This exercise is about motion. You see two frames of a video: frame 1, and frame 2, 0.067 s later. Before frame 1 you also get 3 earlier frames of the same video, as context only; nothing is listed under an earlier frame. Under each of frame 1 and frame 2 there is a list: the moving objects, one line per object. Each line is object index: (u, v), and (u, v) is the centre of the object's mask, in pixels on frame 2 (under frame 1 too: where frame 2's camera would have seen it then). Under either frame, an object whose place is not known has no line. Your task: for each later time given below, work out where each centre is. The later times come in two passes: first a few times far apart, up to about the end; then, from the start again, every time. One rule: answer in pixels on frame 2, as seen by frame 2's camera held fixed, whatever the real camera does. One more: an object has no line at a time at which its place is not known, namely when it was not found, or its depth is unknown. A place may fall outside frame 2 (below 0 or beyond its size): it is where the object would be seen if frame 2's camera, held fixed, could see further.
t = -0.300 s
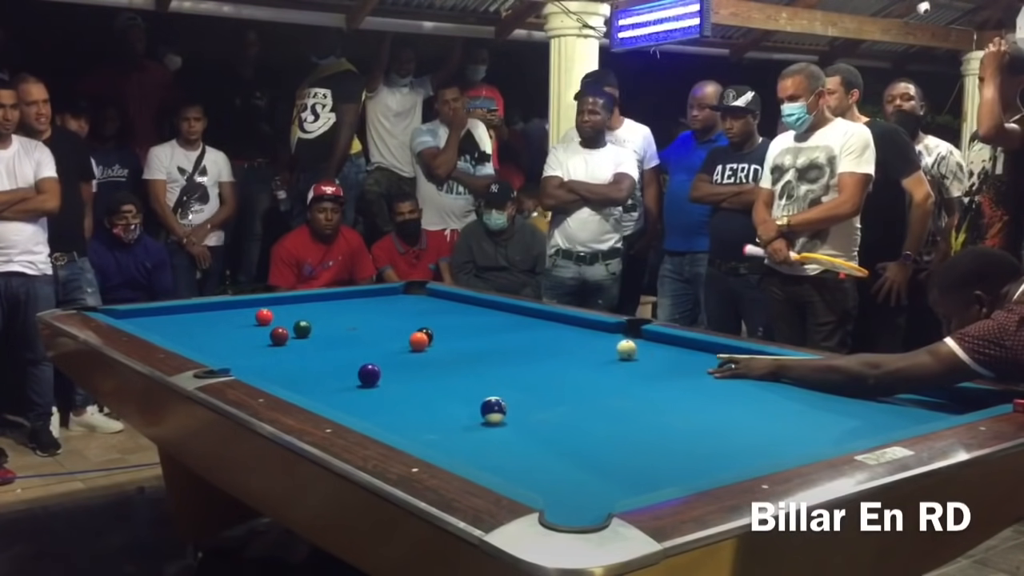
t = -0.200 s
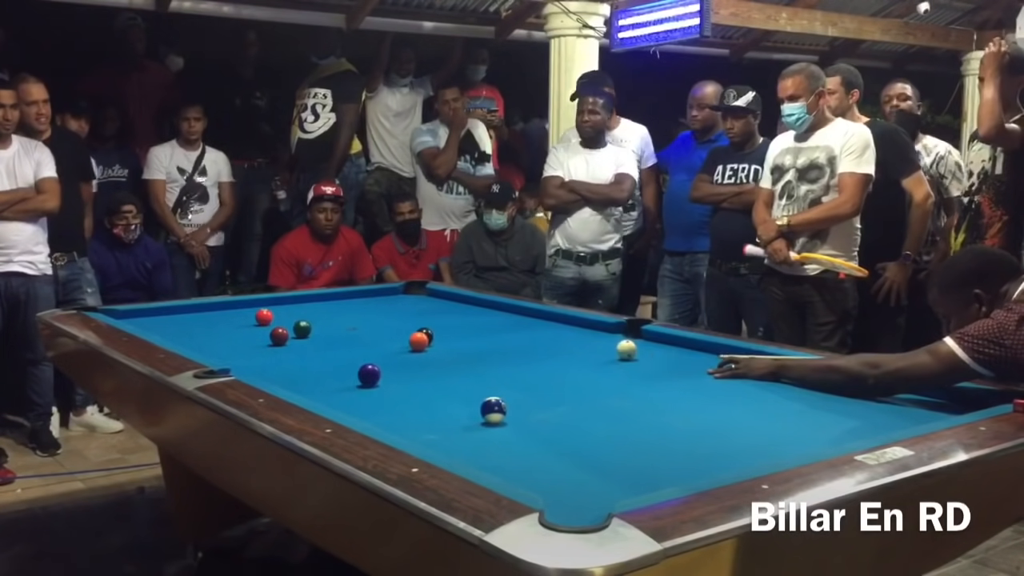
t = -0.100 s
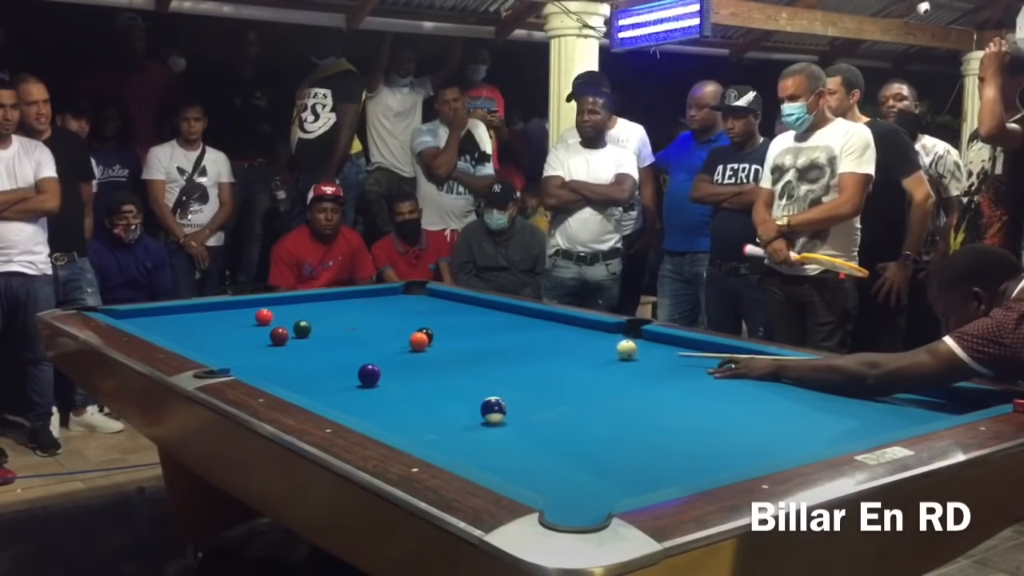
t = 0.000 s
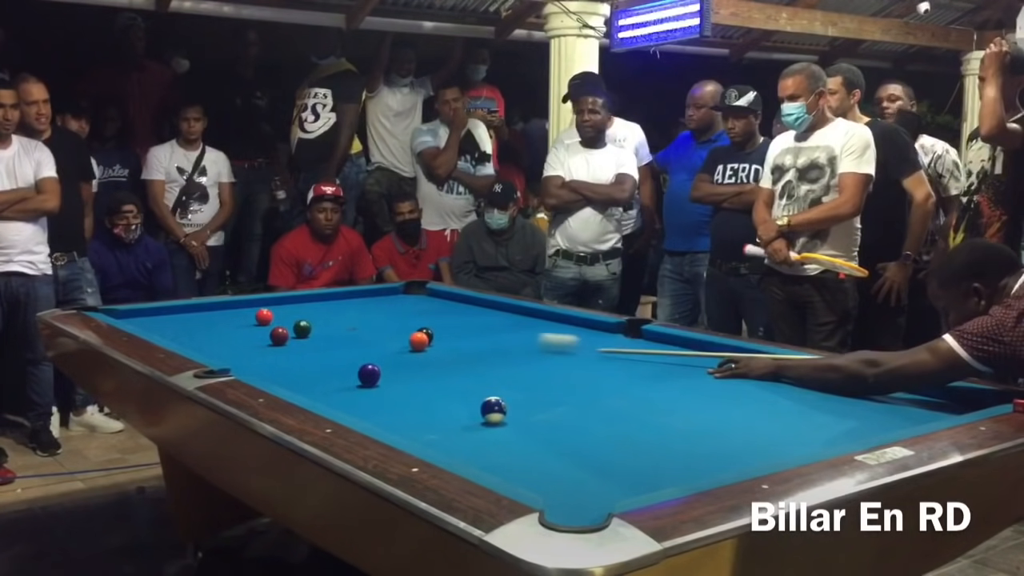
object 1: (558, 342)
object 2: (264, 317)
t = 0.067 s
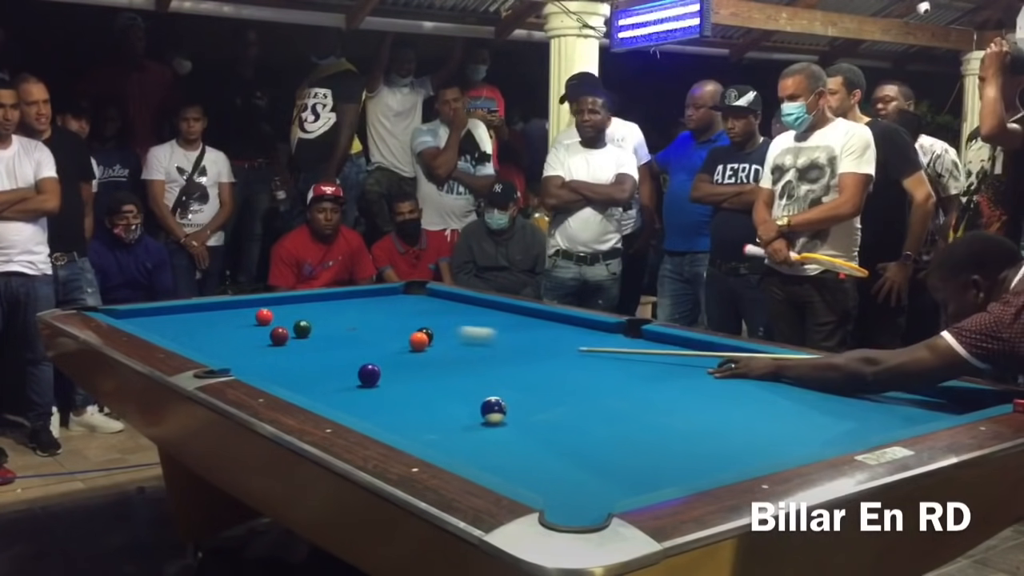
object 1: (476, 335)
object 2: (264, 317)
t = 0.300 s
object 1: (283, 315)
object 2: (246, 316)
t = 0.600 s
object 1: (275, 302)
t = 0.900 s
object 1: (313, 303)
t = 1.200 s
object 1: (361, 308)
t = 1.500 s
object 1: (409, 313)
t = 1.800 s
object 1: (459, 319)
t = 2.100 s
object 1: (508, 324)
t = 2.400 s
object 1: (559, 329)
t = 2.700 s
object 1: (608, 334)
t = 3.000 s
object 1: (658, 339)
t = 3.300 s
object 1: (693, 344)
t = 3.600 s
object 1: (711, 351)
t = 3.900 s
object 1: (729, 357)
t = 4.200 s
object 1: (745, 363)
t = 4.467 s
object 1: (758, 367)
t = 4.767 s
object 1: (771, 372)
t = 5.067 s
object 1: (782, 376)
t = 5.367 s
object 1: (792, 379)
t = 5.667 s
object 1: (799, 382)
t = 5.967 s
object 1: (804, 384)
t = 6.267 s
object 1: (807, 385)
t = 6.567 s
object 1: (807, 385)
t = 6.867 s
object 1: (807, 385)
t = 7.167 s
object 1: (807, 385)
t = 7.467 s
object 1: (806, 385)
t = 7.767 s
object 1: (807, 385)
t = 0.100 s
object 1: (443, 331)
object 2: (264, 317)
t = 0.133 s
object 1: (405, 327)
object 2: (264, 317)
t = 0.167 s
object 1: (373, 325)
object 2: (264, 317)
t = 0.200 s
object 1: (343, 323)
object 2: (264, 317)
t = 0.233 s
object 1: (317, 319)
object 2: (264, 317)
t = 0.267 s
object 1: (289, 316)
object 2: (264, 317)
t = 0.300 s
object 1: (283, 315)
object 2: (246, 316)
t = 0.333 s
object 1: (284, 314)
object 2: (219, 315)
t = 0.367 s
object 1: (285, 312)
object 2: (193, 315)
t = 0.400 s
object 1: (284, 311)
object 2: (171, 314)
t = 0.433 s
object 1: (282, 309)
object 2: (149, 314)
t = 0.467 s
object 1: (281, 307)
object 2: (127, 313)
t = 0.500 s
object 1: (279, 306)
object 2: (109, 312)
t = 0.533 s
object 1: (277, 305)
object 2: (90, 310)
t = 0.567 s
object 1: (276, 303)
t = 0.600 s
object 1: (275, 302)
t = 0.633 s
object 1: (274, 301)
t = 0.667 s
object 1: (276, 300)
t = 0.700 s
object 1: (281, 300)
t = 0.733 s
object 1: (286, 301)
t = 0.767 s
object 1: (292, 301)
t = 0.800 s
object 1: (297, 302)
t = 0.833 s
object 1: (302, 302)
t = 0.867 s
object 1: (307, 303)
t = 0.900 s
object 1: (313, 303)
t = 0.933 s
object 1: (318, 304)
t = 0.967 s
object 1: (323, 305)
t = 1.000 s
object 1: (329, 305)
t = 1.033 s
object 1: (334, 306)
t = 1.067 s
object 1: (340, 306)
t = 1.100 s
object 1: (345, 306)
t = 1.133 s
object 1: (350, 307)
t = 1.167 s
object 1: (356, 308)
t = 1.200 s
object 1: (361, 308)
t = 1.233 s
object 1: (366, 309)
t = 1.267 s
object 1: (372, 309)
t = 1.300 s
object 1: (377, 310)
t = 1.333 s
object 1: (382, 311)
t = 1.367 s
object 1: (388, 311)
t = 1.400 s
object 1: (393, 312)
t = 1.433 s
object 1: (399, 312)
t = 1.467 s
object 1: (404, 313)
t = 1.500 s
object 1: (409, 313)
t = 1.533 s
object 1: (415, 314)
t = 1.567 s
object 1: (421, 314)
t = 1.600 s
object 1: (426, 315)
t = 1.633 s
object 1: (432, 316)
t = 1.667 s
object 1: (437, 316)
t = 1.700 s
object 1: (442, 317)
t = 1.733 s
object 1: (448, 317)
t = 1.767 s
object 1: (453, 318)
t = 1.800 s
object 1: (459, 319)
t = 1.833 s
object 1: (464, 319)
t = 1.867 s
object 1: (470, 319)
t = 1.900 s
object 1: (475, 320)
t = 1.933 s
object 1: (481, 321)
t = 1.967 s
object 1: (487, 321)
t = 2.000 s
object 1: (492, 322)
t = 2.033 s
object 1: (498, 322)
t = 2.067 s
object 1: (503, 323)
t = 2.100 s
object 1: (508, 324)
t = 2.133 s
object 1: (514, 324)
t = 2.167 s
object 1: (520, 324)
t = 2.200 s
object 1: (525, 325)
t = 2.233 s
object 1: (531, 326)
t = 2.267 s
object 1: (537, 327)
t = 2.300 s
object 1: (542, 327)
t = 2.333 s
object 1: (548, 327)
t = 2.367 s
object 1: (553, 328)
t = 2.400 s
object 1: (559, 329)
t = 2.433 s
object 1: (564, 329)
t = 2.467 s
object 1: (570, 330)
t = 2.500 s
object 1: (575, 330)
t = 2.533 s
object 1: (581, 331)
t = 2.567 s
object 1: (586, 331)
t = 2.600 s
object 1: (592, 332)
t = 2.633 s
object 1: (597, 332)
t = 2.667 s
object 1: (603, 333)
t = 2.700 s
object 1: (608, 334)
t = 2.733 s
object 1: (614, 334)
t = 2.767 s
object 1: (620, 335)
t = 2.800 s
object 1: (625, 335)
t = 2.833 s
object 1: (630, 336)
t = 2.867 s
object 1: (636, 336)
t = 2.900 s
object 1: (642, 337)
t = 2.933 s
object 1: (647, 337)
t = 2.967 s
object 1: (653, 338)
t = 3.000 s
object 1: (658, 339)
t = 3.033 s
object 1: (663, 340)
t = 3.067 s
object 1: (669, 340)
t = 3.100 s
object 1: (675, 341)
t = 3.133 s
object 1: (680, 341)
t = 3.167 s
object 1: (684, 342)
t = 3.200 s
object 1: (687, 342)
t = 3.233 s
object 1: (689, 343)
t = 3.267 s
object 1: (691, 344)
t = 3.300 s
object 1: (693, 344)
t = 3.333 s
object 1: (695, 345)
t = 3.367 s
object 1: (697, 346)
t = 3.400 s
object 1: (699, 347)
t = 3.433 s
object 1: (701, 347)
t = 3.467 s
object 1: (703, 348)
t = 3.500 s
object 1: (705, 349)
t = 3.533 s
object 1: (707, 349)
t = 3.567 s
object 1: (709, 350)
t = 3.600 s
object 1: (711, 351)
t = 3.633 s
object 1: (713, 351)
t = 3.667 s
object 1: (715, 352)
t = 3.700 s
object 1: (717, 353)
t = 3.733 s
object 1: (719, 354)
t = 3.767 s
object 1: (721, 354)
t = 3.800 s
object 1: (723, 355)
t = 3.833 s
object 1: (725, 356)
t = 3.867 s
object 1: (727, 356)
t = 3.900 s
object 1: (729, 357)
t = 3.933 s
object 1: (731, 357)
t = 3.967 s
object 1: (732, 358)
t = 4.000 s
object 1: (734, 359)
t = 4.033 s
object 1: (736, 359)
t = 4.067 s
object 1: (738, 360)
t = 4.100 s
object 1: (740, 361)
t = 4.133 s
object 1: (742, 361)
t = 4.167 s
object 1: (743, 362)
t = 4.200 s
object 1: (745, 363)
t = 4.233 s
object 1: (747, 363)
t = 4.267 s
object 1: (748, 364)
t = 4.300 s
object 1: (750, 365)
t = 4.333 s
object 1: (752, 365)
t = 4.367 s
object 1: (753, 365)
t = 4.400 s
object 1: (755, 366)
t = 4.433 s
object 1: (756, 366)
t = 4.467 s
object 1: (758, 367)
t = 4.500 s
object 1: (759, 368)
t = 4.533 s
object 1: (761, 368)
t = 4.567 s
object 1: (763, 369)
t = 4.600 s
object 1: (764, 369)
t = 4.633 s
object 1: (765, 370)
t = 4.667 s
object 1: (767, 371)
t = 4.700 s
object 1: (768, 371)
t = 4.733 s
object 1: (769, 371)
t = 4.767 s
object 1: (771, 372)
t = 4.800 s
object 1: (772, 372)
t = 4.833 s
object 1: (773, 372)
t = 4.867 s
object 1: (775, 373)
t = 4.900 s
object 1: (776, 374)
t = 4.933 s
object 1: (777, 374)
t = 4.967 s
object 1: (779, 374)
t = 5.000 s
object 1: (780, 375)
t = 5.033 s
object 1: (781, 376)
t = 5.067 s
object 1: (782, 376)
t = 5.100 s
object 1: (784, 377)
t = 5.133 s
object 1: (785, 377)
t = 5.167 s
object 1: (786, 377)
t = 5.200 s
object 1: (787, 378)
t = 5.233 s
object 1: (788, 378)
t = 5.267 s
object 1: (789, 378)
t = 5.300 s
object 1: (790, 379)
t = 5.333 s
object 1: (791, 379)
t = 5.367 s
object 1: (792, 379)
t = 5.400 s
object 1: (793, 380)
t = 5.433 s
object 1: (793, 380)
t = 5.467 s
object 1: (794, 380)
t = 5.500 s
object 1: (795, 381)
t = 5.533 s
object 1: (796, 381)
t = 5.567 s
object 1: (797, 381)
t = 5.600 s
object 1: (798, 382)
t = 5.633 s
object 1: (798, 382)
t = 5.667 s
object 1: (799, 382)
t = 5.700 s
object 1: (799, 382)
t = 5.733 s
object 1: (800, 382)
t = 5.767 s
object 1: (800, 383)
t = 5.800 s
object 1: (801, 383)
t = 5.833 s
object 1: (802, 383)
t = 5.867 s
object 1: (802, 383)
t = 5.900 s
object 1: (803, 384)
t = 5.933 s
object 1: (804, 384)
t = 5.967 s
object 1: (804, 384)
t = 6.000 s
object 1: (805, 384)
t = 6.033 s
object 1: (805, 384)
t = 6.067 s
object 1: (805, 384)
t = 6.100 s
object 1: (806, 385)
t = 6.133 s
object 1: (806, 385)
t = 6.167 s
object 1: (806, 385)
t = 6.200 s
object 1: (806, 385)
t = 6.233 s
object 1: (807, 385)
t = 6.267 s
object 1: (807, 385)
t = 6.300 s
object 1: (807, 385)
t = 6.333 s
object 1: (807, 385)
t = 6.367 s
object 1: (807, 385)
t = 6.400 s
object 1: (807, 385)
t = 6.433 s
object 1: (807, 385)
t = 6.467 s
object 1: (807, 385)
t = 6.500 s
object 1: (807, 385)
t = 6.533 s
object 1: (807, 385)
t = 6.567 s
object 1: (807, 385)
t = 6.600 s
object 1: (807, 385)
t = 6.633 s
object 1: (807, 385)
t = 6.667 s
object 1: (807, 385)
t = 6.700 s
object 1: (807, 385)
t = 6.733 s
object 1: (807, 385)
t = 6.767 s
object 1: (807, 385)
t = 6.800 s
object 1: (807, 385)
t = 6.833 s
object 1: (807, 385)
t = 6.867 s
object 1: (807, 385)
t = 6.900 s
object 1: (807, 385)
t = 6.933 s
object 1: (807, 385)
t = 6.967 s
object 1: (807, 385)
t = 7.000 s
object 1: (807, 385)
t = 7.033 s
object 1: (807, 385)
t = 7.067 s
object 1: (807, 385)
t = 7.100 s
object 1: (806, 385)
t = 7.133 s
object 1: (807, 385)
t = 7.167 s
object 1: (807, 385)
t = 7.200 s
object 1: (806, 385)
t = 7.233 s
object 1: (806, 385)
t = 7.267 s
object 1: (807, 385)
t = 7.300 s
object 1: (807, 385)
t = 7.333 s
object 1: (806, 385)
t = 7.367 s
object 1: (807, 385)
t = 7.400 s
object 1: (807, 385)
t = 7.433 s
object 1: (806, 385)
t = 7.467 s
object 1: (806, 385)
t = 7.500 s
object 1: (806, 385)
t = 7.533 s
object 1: (807, 385)
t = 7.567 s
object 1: (807, 385)
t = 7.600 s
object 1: (807, 385)
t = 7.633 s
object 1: (807, 385)
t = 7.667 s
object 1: (807, 385)
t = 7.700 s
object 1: (807, 385)
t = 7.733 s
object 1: (807, 385)
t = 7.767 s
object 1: (807, 385)
